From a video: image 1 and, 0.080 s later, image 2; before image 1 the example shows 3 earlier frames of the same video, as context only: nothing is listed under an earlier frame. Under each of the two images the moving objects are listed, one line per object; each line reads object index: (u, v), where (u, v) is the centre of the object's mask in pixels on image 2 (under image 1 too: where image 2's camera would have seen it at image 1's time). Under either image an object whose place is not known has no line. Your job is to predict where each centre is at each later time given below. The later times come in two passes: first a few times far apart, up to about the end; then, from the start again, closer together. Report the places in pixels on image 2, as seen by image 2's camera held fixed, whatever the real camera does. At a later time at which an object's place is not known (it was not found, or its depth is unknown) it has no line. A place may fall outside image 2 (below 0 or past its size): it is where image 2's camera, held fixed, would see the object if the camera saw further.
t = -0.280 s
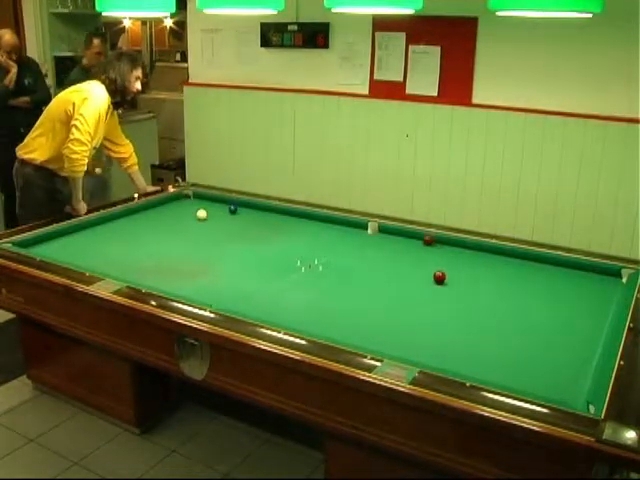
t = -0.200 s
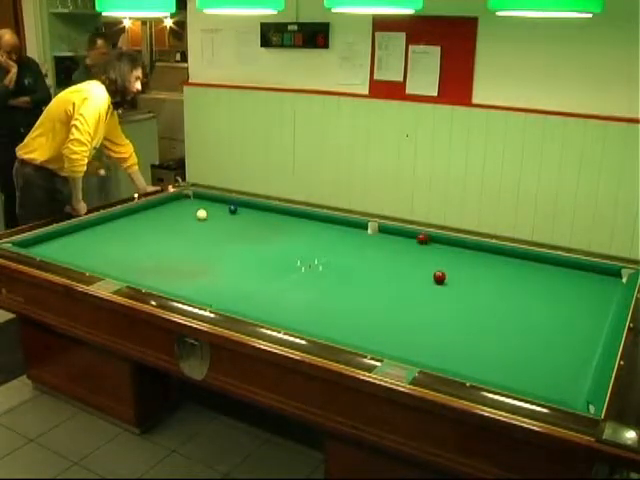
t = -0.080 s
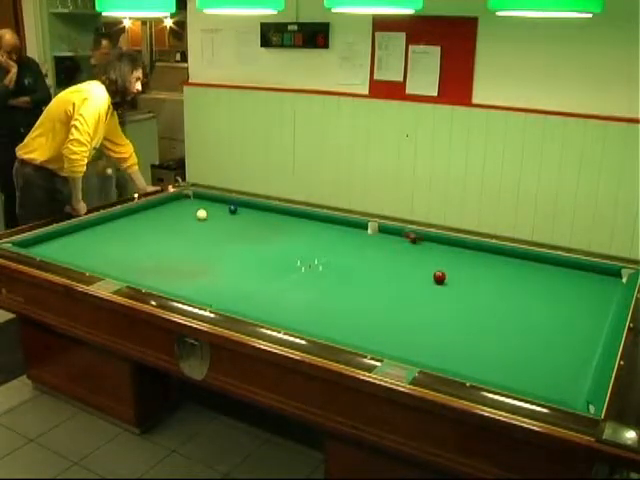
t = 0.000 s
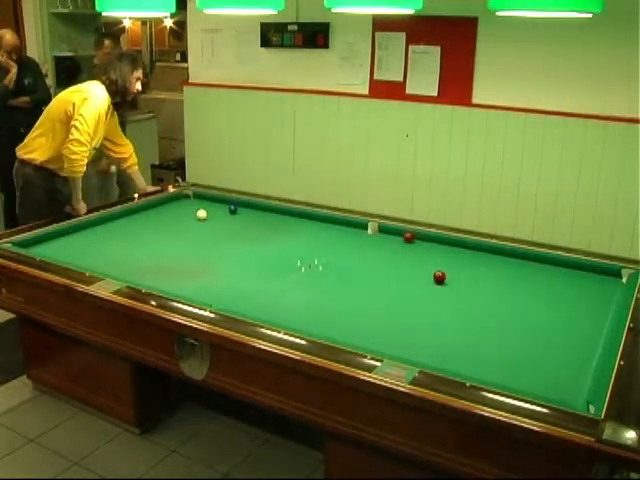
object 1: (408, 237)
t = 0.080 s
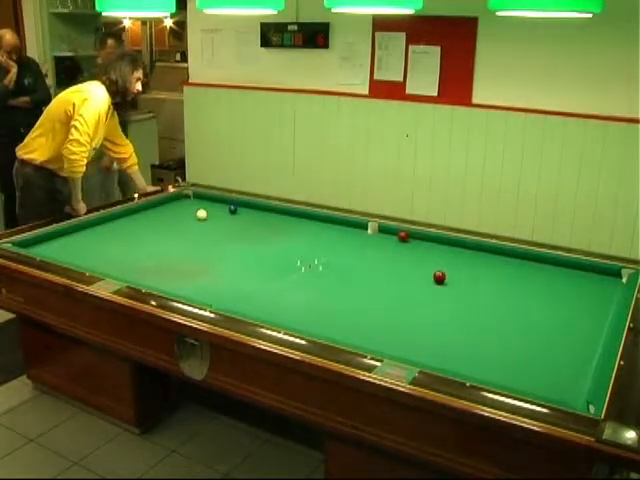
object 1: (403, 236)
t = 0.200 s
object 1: (395, 235)
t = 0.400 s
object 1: (380, 232)
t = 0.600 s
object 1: (370, 231)
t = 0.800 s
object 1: (357, 229)
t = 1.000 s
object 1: (346, 228)
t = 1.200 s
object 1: (335, 227)
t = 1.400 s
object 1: (324, 225)
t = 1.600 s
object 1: (313, 223)
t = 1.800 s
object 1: (304, 222)
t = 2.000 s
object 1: (294, 220)
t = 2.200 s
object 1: (286, 220)
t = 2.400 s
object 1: (277, 218)
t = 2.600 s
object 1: (269, 217)
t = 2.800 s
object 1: (261, 216)
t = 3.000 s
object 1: (254, 215)
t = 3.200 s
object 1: (247, 214)
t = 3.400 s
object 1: (241, 213)
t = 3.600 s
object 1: (236, 213)
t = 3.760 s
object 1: (230, 212)
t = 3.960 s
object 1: (223, 212)
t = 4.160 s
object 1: (218, 211)
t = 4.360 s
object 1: (212, 210)
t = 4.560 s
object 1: (209, 210)
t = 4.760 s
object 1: (205, 209)
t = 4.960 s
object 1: (198, 208)
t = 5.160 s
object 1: (196, 209)
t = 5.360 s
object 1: (194, 209)
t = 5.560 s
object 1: (188, 208)
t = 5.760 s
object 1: (188, 209)
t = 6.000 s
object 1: (185, 208)
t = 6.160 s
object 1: (183, 208)
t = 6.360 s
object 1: (181, 208)
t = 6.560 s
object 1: (180, 208)
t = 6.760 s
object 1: (178, 208)
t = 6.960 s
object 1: (177, 208)
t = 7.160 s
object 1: (177, 208)
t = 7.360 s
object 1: (177, 208)
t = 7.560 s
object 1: (177, 208)
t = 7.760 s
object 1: (177, 208)
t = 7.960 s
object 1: (177, 208)
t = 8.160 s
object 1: (177, 208)
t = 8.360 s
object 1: (177, 208)
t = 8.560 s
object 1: (177, 208)
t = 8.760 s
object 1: (177, 208)
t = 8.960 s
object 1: (177, 208)
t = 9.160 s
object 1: (177, 208)
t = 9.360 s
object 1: (177, 208)
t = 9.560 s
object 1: (177, 208)
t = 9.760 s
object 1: (177, 208)
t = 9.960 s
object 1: (177, 208)
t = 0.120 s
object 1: (401, 236)
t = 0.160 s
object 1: (398, 235)
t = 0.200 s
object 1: (395, 235)
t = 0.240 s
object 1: (393, 234)
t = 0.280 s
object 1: (390, 234)
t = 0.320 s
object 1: (387, 234)
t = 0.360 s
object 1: (384, 233)
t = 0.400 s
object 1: (380, 232)
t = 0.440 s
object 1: (378, 232)
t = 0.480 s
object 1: (377, 231)
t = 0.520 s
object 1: (375, 231)
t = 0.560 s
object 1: (372, 232)
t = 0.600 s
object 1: (370, 231)
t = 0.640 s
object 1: (367, 231)
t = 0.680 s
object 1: (364, 230)
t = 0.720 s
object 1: (362, 230)
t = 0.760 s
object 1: (360, 229)
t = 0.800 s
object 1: (357, 229)
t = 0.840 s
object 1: (355, 229)
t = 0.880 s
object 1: (353, 229)
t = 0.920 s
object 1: (350, 229)
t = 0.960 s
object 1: (349, 229)
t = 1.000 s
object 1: (346, 228)
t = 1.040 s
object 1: (344, 228)
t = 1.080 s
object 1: (341, 228)
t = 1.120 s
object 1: (339, 227)
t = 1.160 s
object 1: (336, 227)
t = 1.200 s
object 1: (335, 227)
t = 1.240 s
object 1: (332, 226)
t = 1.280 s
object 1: (330, 226)
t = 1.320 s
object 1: (328, 225)
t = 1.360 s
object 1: (326, 225)
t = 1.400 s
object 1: (324, 225)
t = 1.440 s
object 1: (322, 224)
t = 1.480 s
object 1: (320, 224)
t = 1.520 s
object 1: (319, 225)
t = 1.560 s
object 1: (316, 224)
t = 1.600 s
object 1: (313, 223)
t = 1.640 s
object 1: (312, 223)
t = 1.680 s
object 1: (309, 223)
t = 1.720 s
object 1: (308, 222)
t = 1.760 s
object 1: (306, 222)
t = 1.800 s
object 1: (304, 222)
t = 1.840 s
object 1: (302, 222)
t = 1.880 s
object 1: (300, 221)
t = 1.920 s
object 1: (298, 221)
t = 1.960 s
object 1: (296, 221)
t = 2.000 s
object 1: (294, 220)
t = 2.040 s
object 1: (292, 220)
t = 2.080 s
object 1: (291, 220)
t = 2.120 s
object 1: (289, 220)
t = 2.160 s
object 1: (287, 220)
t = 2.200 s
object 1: (286, 220)
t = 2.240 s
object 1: (284, 219)
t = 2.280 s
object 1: (282, 219)
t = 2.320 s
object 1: (280, 219)
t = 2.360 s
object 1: (279, 218)
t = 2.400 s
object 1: (277, 218)
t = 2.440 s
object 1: (276, 218)
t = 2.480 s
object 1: (274, 217)
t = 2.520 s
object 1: (272, 217)
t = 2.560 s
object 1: (271, 217)
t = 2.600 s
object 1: (269, 217)
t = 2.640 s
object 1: (267, 217)
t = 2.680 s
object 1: (266, 216)
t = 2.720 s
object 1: (264, 216)
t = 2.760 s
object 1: (262, 216)
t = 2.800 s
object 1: (261, 216)
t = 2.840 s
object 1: (260, 216)
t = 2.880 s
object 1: (259, 216)
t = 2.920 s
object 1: (257, 215)
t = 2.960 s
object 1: (256, 215)
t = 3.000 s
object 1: (254, 215)
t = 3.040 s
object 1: (252, 215)
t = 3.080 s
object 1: (251, 214)
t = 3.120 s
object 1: (250, 214)
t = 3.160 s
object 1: (248, 214)
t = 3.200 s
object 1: (247, 214)
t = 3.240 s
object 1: (246, 214)
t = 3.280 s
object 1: (244, 214)
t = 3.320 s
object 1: (243, 213)
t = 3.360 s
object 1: (242, 213)
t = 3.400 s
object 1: (241, 213)
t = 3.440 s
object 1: (240, 213)
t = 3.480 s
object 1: (238, 213)
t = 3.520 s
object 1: (237, 213)
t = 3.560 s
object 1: (236, 213)
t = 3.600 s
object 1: (236, 213)
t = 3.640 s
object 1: (233, 212)
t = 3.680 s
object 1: (231, 212)
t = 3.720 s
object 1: (231, 212)
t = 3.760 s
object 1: (230, 212)
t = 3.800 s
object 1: (228, 211)
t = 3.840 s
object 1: (227, 212)
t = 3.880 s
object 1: (225, 212)
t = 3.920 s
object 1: (224, 212)
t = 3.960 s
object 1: (223, 212)
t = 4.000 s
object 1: (222, 211)
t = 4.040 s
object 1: (221, 211)
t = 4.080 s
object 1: (220, 211)
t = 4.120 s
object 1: (219, 211)
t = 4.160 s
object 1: (218, 211)
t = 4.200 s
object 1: (217, 211)
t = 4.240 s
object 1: (216, 211)
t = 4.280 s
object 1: (215, 210)
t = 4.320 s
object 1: (213, 211)
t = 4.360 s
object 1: (212, 210)
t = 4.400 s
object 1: (211, 210)
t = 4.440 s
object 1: (211, 210)
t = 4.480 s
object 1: (211, 210)
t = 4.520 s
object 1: (209, 210)
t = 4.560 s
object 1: (209, 210)
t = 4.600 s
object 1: (209, 210)
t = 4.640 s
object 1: (207, 209)
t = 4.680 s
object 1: (207, 209)
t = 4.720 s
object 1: (206, 209)
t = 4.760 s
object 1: (205, 209)
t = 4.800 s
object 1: (202, 208)
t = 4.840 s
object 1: (202, 208)
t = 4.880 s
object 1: (200, 208)
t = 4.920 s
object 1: (200, 208)
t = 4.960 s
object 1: (198, 208)
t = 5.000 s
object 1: (197, 208)
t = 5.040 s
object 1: (197, 208)
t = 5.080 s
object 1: (197, 208)
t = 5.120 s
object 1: (196, 209)
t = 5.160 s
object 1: (196, 209)
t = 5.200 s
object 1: (195, 209)
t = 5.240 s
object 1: (195, 209)
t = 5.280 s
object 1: (194, 209)
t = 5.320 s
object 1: (194, 209)
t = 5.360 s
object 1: (194, 209)
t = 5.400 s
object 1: (194, 209)
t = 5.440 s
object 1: (194, 208)
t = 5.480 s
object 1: (193, 208)
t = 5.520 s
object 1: (193, 208)
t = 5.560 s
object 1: (188, 208)
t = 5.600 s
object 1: (188, 208)
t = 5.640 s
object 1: (188, 209)
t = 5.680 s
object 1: (188, 208)
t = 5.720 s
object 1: (188, 209)
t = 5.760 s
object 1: (188, 209)
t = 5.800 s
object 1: (187, 208)
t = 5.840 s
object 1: (187, 208)
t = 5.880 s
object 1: (186, 208)
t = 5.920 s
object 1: (185, 208)
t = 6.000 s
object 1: (185, 208)
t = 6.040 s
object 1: (184, 209)
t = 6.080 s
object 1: (184, 208)
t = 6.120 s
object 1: (183, 208)
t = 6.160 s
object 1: (183, 208)
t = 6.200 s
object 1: (182, 208)
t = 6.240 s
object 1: (182, 208)
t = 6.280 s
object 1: (182, 208)
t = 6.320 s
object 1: (181, 208)
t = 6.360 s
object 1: (181, 208)
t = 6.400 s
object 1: (181, 208)
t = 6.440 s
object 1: (180, 208)
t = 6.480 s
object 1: (180, 208)
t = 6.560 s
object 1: (180, 208)
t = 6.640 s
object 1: (179, 208)
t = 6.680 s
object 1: (179, 208)
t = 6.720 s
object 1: (179, 208)
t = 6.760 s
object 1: (178, 208)
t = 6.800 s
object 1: (178, 208)
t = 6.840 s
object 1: (177, 208)
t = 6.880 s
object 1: (177, 208)
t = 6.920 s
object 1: (177, 208)
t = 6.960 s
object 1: (177, 208)
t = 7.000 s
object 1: (177, 208)
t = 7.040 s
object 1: (177, 208)
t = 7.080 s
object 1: (177, 208)
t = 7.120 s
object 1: (177, 208)
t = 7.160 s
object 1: (177, 208)
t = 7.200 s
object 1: (177, 208)
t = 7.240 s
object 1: (177, 208)
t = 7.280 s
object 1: (177, 208)
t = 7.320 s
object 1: (177, 208)
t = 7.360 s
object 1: (177, 208)
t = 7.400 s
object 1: (177, 208)
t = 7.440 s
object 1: (177, 208)
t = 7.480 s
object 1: (177, 208)
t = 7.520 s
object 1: (177, 208)
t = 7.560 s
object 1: (177, 208)
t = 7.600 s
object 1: (177, 208)
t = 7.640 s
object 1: (177, 208)
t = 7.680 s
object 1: (177, 208)
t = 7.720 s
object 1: (177, 208)
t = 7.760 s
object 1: (177, 208)
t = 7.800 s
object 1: (177, 208)
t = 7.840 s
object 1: (177, 208)
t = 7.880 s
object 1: (177, 208)
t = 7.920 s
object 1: (177, 208)
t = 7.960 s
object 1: (177, 208)
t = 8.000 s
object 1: (177, 208)
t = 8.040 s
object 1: (177, 208)
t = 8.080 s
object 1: (177, 208)
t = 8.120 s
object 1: (177, 208)
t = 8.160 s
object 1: (177, 208)
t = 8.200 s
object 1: (177, 208)
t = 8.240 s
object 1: (177, 208)
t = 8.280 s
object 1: (177, 208)
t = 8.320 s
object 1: (177, 208)
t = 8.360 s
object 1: (177, 208)
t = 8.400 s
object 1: (177, 208)
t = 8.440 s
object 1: (177, 208)
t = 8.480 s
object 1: (177, 208)
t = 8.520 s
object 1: (177, 208)
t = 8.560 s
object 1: (177, 208)
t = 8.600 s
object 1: (177, 208)
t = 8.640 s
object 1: (177, 208)
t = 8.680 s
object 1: (177, 208)
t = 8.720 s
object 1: (177, 208)
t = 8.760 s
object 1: (177, 208)
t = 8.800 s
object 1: (177, 208)
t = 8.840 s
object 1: (177, 208)
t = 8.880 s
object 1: (177, 208)
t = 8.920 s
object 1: (177, 208)
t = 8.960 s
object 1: (177, 208)
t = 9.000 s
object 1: (177, 208)
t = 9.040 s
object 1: (177, 208)
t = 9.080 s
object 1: (177, 208)
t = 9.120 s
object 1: (177, 208)
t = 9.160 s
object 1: (177, 208)
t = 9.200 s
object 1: (177, 208)
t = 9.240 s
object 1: (177, 208)
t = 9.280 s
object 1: (177, 208)
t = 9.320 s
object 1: (177, 208)
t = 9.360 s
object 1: (177, 208)
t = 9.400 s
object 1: (177, 208)
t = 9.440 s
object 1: (177, 208)
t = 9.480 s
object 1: (177, 208)
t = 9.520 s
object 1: (177, 208)
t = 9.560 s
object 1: (177, 208)
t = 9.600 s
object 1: (177, 208)
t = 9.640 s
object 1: (177, 208)
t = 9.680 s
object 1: (177, 208)
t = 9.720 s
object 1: (177, 208)
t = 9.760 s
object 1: (177, 208)
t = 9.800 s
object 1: (177, 208)
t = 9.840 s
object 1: (177, 208)
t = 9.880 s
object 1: (177, 208)
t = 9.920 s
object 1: (177, 208)
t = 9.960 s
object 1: (177, 208)
